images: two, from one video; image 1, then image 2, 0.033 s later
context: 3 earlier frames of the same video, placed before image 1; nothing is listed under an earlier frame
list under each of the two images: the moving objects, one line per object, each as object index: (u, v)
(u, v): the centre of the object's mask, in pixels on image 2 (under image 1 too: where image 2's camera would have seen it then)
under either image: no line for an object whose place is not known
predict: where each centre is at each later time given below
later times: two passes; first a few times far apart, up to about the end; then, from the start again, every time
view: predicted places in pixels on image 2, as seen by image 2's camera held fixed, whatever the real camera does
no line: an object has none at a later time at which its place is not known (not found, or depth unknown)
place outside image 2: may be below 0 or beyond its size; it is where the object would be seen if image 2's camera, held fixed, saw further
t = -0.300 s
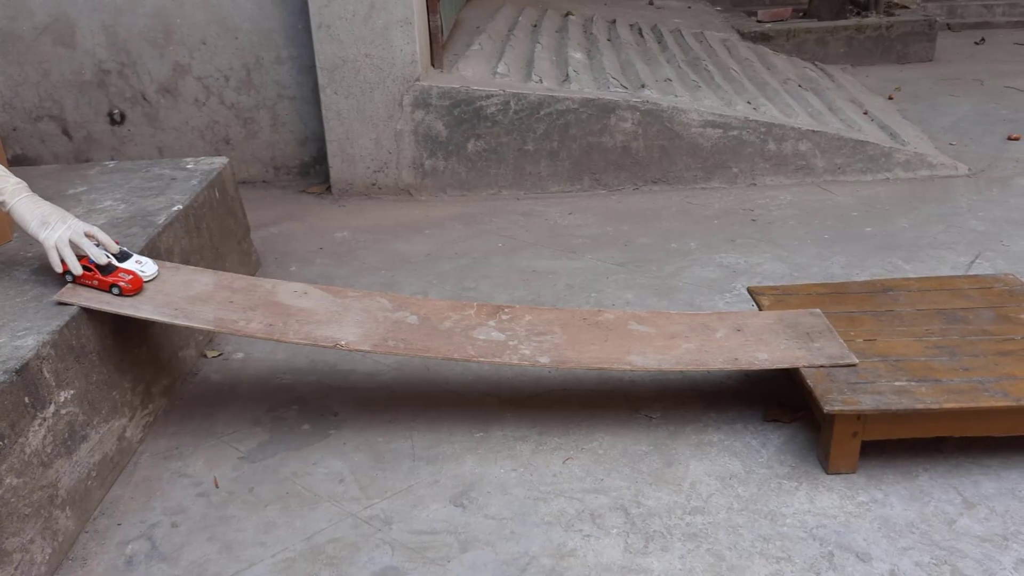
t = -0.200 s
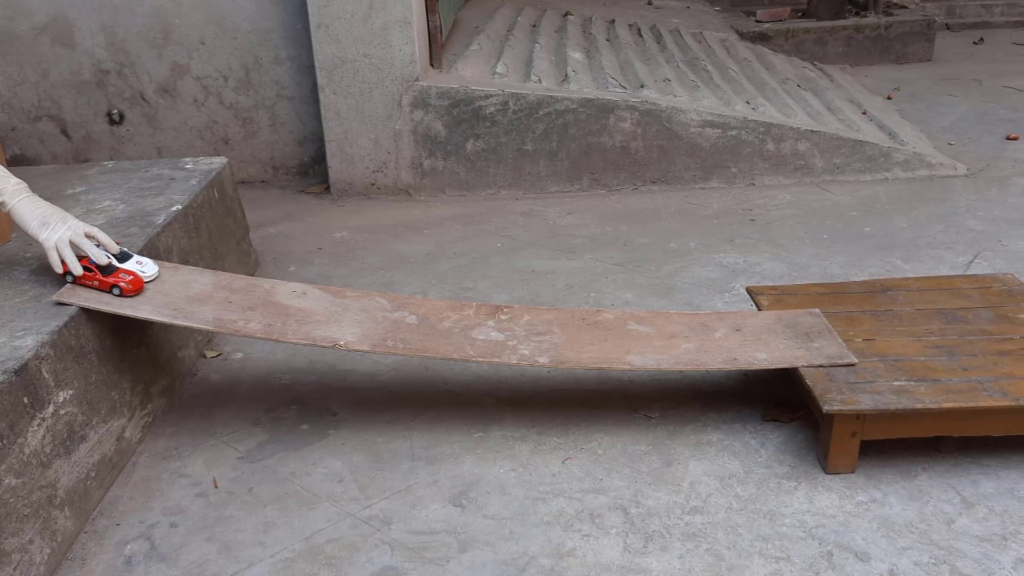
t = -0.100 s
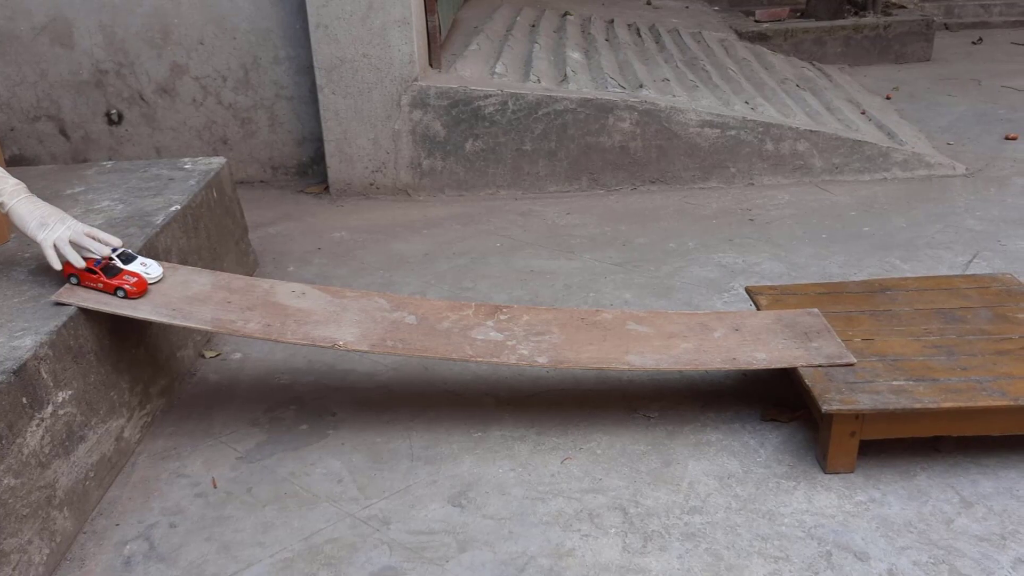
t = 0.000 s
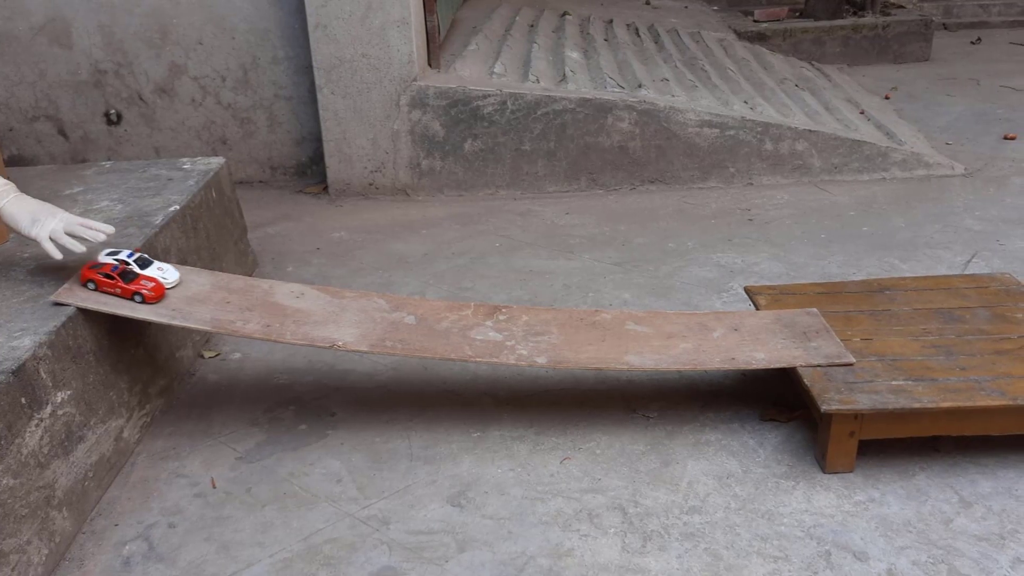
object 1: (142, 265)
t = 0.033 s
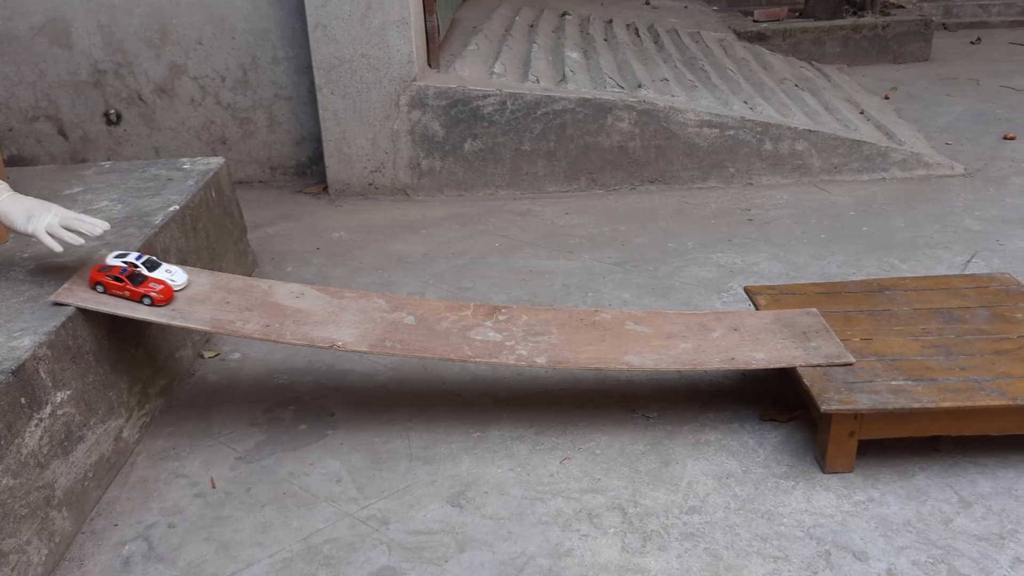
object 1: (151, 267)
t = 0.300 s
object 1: (265, 294)
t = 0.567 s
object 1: (440, 327)
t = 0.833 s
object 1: (643, 347)
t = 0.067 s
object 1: (160, 270)
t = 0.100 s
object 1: (172, 273)
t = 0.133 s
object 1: (184, 276)
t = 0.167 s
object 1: (198, 279)
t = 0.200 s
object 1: (213, 283)
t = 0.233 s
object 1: (229, 287)
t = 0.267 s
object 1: (246, 291)
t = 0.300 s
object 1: (265, 294)
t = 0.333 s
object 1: (284, 299)
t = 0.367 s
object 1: (305, 303)
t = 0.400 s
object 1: (327, 307)
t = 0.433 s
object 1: (347, 311)
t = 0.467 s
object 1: (372, 315)
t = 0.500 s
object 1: (397, 319)
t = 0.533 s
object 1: (418, 323)
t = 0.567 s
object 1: (440, 327)
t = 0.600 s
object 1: (464, 331)
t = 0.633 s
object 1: (489, 334)
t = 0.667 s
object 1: (512, 337)
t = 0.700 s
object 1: (538, 339)
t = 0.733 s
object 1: (564, 341)
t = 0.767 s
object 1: (590, 343)
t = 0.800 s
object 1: (616, 345)
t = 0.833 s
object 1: (643, 347)
